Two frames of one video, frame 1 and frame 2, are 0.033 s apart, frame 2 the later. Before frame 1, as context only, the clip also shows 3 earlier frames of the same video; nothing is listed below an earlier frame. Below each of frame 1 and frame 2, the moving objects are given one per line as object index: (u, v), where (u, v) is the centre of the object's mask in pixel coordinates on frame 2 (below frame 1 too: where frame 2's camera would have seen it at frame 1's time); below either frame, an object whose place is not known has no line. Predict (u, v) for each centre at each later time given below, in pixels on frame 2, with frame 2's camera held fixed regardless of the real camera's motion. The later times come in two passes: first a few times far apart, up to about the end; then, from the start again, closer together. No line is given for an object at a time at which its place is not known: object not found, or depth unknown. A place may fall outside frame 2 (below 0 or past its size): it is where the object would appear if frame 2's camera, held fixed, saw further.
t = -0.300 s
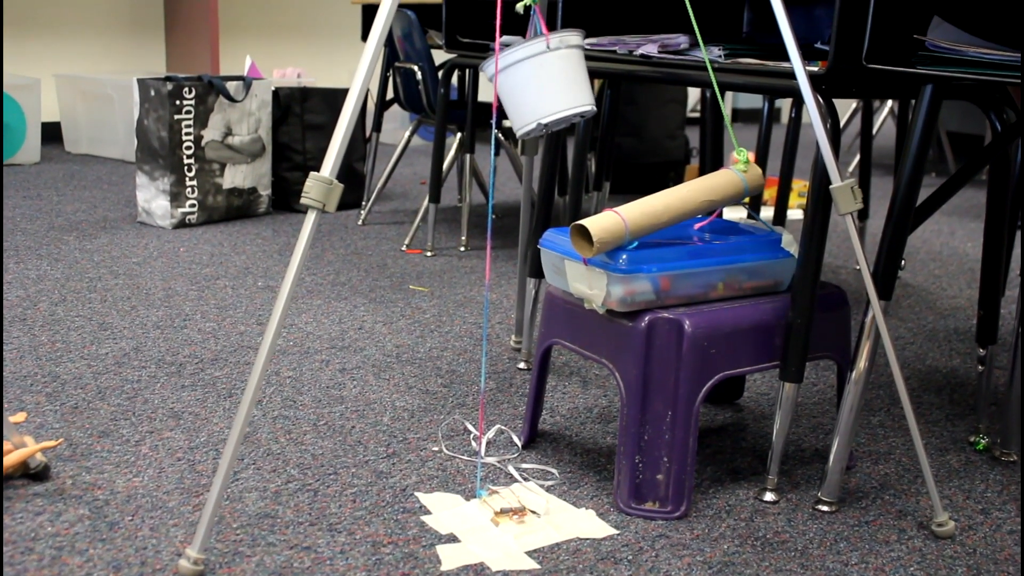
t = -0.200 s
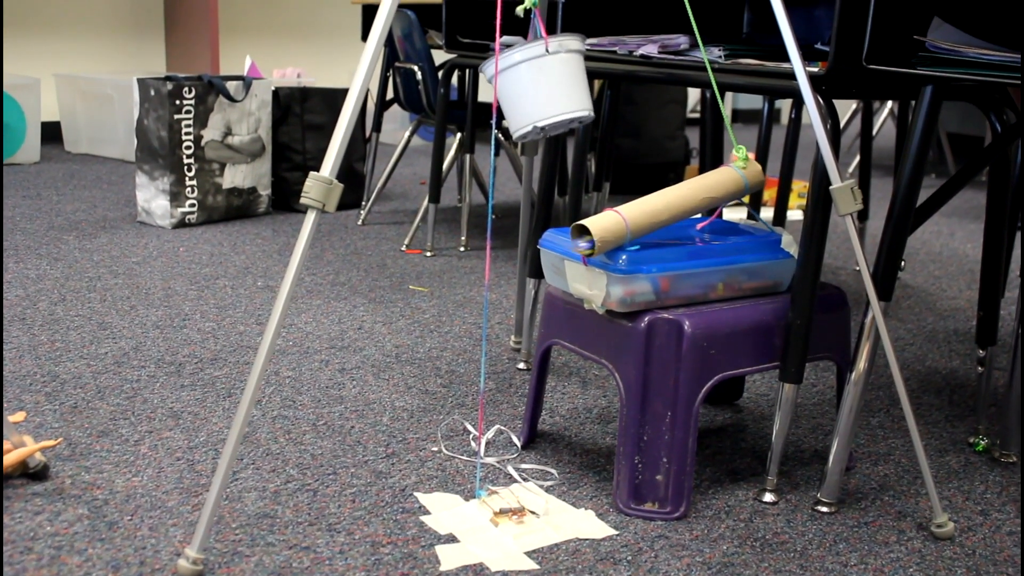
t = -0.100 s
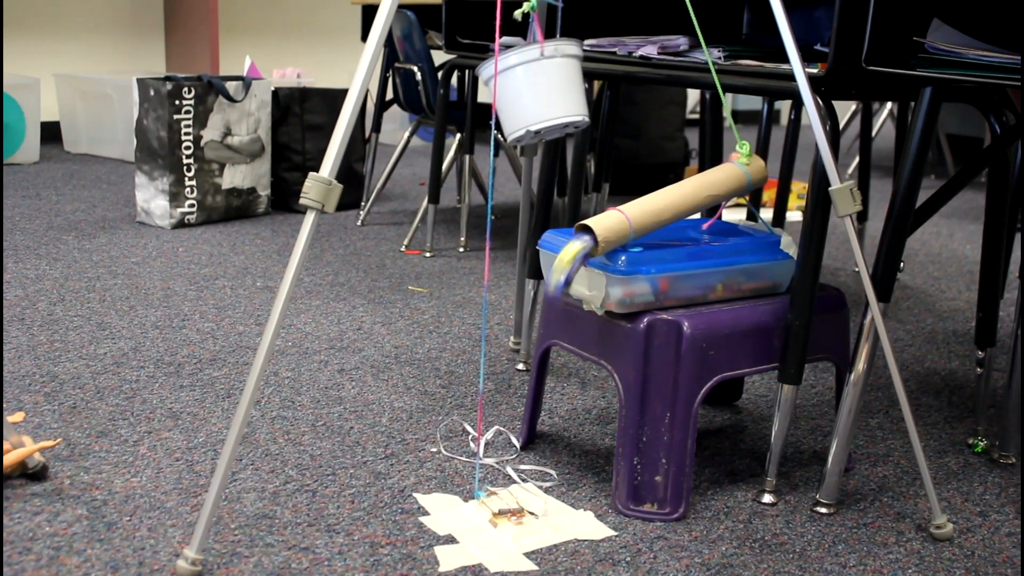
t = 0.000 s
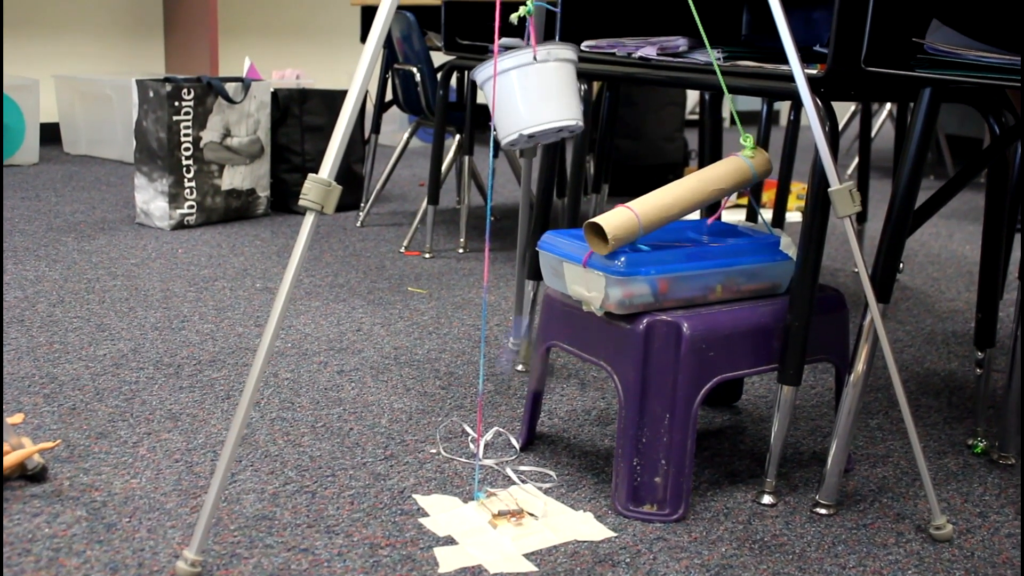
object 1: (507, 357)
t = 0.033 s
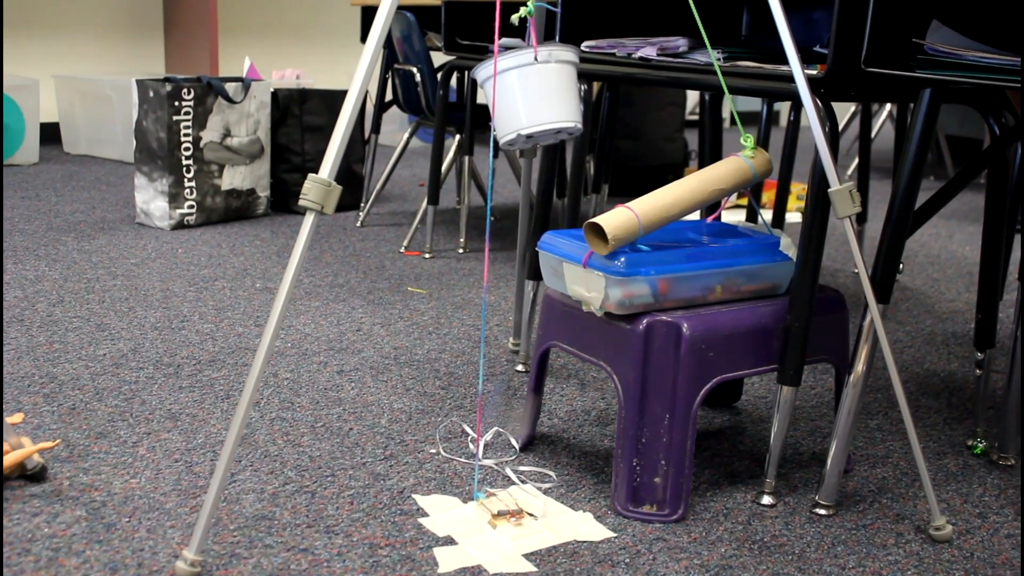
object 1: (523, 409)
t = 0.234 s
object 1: (458, 437)
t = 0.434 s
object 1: (395, 532)
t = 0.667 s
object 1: (304, 530)
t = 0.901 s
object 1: (275, 549)
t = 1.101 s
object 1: (276, 550)
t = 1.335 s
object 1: (276, 550)
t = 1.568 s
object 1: (276, 550)
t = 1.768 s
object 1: (276, 550)
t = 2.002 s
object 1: (276, 550)
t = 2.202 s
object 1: (276, 550)
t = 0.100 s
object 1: (494, 510)
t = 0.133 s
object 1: (471, 492)
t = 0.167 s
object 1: (474, 474)
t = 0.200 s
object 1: (465, 443)
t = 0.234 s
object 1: (458, 437)
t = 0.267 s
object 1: (452, 434)
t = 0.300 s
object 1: (444, 441)
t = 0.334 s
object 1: (439, 466)
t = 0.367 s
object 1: (431, 491)
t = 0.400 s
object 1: (420, 535)
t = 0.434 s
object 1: (395, 532)
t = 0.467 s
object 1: (384, 510)
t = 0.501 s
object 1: (371, 502)
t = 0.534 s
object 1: (356, 502)
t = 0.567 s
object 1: (336, 510)
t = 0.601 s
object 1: (321, 531)
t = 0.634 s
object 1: (310, 531)
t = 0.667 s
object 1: (304, 530)
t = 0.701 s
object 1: (294, 538)
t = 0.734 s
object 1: (290, 548)
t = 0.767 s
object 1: (284, 547)
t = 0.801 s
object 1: (280, 546)
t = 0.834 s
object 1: (279, 550)
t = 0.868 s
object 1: (277, 550)
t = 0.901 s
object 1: (275, 549)
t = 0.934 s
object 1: (275, 549)
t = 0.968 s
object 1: (276, 550)
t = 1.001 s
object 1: (276, 550)
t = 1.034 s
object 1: (276, 550)
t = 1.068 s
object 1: (276, 550)
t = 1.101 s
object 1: (276, 550)
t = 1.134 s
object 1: (276, 550)
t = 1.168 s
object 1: (276, 550)
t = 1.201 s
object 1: (276, 550)
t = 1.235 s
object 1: (276, 550)
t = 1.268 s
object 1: (276, 550)
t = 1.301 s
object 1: (276, 550)
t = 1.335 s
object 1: (276, 550)
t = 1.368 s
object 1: (276, 550)
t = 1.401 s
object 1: (276, 550)
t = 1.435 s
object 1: (276, 550)
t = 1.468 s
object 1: (276, 550)
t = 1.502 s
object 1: (276, 550)
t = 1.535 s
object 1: (276, 550)
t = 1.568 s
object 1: (276, 550)
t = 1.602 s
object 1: (276, 550)
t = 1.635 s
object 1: (276, 550)
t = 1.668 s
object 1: (276, 550)
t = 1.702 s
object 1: (276, 550)
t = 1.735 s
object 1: (276, 550)
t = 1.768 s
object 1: (276, 550)
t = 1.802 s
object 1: (276, 550)
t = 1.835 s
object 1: (276, 550)
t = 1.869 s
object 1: (276, 550)
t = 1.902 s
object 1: (276, 550)
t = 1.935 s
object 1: (276, 550)
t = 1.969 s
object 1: (276, 550)
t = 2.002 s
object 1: (276, 550)
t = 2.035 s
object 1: (276, 550)
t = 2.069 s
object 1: (276, 550)
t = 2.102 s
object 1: (276, 550)
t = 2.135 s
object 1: (276, 550)
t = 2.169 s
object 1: (276, 550)
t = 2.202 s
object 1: (276, 550)
